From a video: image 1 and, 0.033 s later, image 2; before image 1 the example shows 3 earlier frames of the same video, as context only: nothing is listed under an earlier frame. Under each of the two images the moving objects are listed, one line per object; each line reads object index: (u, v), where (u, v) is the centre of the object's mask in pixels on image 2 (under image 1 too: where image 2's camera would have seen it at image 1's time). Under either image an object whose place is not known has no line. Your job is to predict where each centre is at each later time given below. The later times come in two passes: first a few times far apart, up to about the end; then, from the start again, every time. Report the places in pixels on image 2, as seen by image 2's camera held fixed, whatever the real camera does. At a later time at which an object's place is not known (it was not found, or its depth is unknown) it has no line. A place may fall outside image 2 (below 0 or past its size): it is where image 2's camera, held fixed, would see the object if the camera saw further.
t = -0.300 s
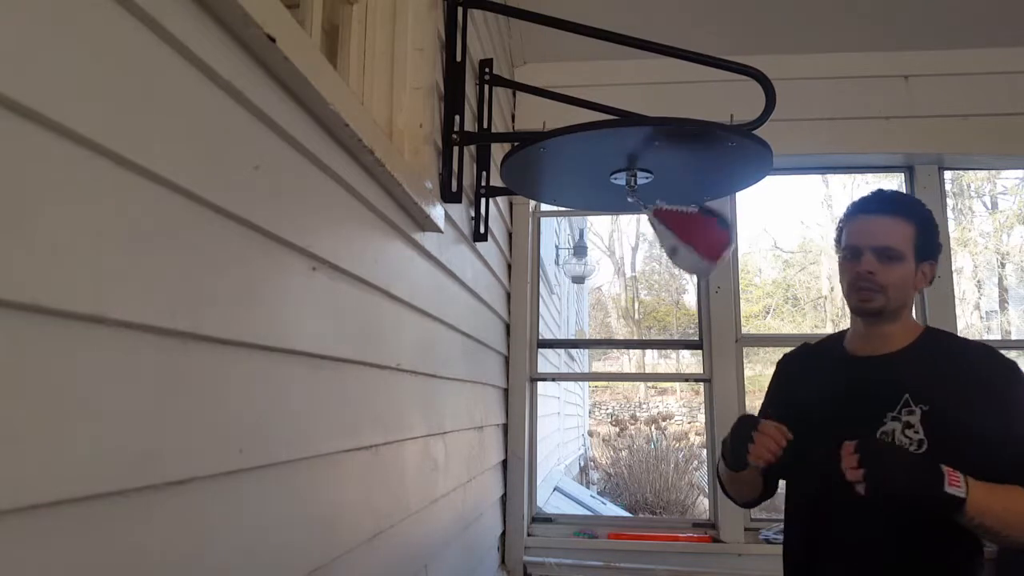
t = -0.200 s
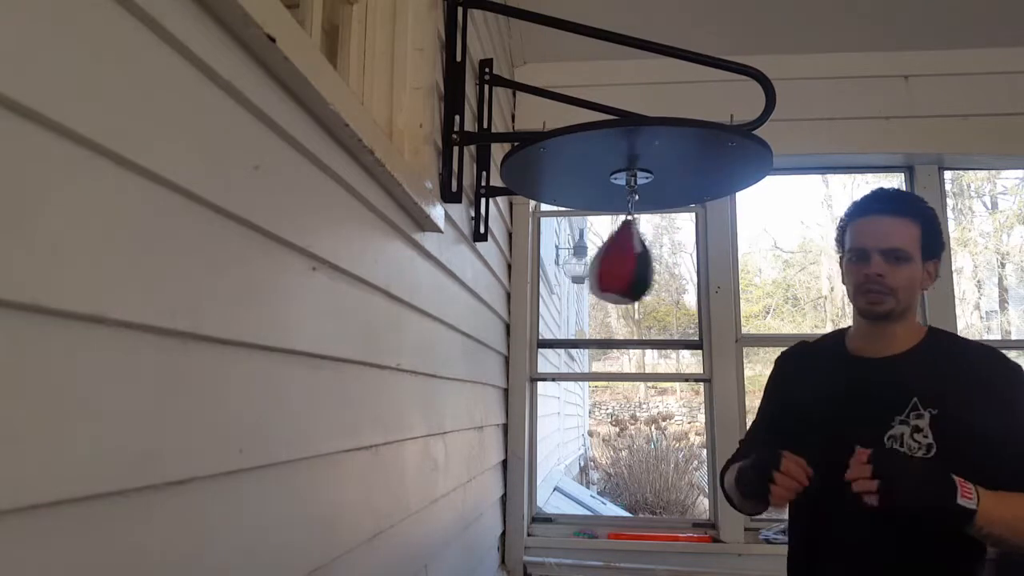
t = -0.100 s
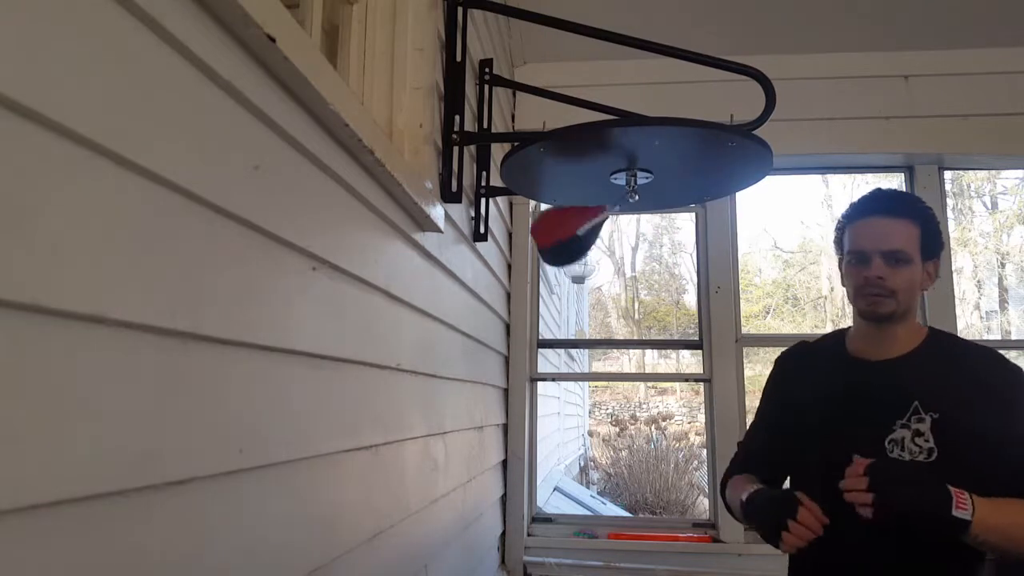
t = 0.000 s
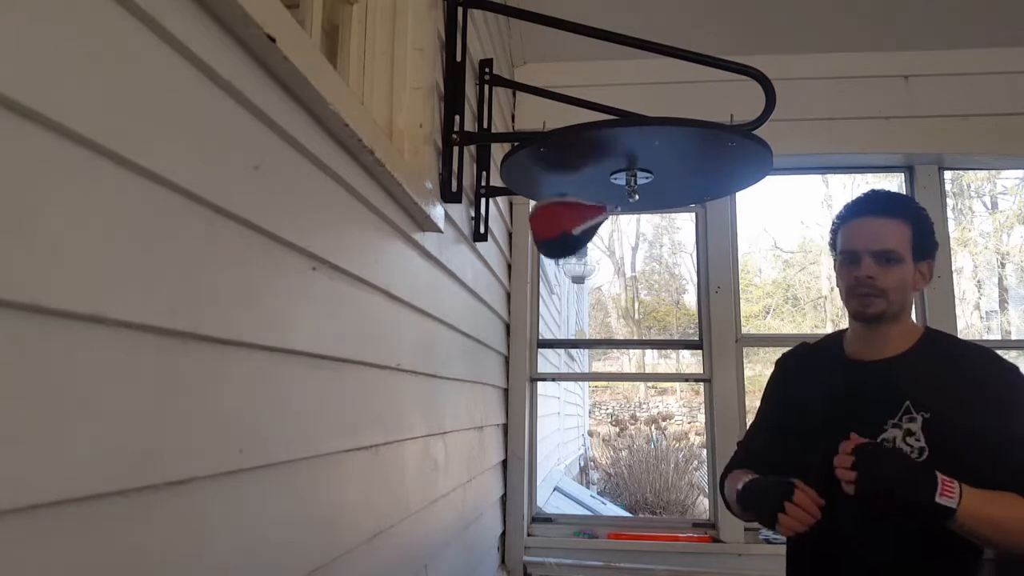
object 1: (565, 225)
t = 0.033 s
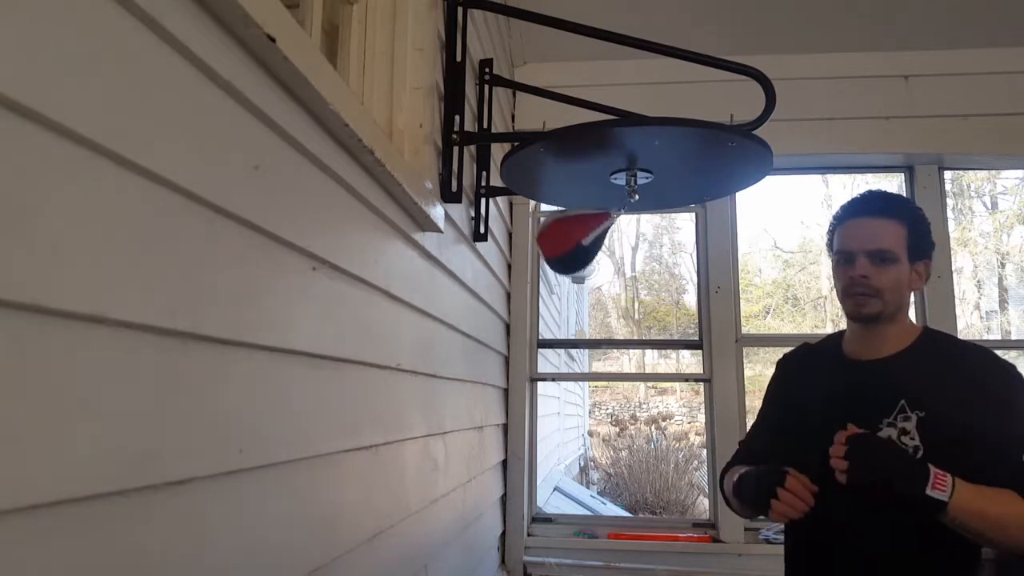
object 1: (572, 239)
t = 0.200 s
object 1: (671, 256)
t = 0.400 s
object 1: (703, 204)
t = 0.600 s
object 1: (619, 266)
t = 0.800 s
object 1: (573, 226)
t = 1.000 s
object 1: (599, 258)
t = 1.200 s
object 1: (675, 233)
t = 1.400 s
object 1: (675, 211)
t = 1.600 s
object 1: (619, 266)
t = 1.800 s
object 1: (600, 241)
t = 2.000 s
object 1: (623, 265)
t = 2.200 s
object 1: (652, 230)
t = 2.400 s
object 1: (641, 233)
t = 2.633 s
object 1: (622, 261)
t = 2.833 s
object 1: (627, 252)
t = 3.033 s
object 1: (634, 262)
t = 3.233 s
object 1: (623, 226)
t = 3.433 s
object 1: (625, 261)
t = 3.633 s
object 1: (643, 255)
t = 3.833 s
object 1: (645, 261)
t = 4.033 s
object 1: (617, 253)
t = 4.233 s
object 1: (602, 240)
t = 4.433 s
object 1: (637, 266)
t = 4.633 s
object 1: (662, 252)
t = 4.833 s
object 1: (640, 265)
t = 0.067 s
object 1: (584, 252)
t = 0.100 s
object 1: (602, 263)
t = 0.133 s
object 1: (626, 268)
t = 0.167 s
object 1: (650, 266)
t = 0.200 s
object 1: (671, 256)
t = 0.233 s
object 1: (687, 240)
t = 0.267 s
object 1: (698, 225)
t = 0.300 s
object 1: (704, 212)
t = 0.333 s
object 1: (705, 203)
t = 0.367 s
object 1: (705, 199)
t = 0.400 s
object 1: (703, 204)
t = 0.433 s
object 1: (698, 214)
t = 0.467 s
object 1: (692, 228)
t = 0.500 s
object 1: (679, 243)
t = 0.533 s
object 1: (662, 256)
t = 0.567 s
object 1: (640, 265)
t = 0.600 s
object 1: (619, 266)
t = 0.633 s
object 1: (601, 262)
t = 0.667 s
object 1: (589, 254)
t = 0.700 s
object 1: (580, 246)
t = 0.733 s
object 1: (575, 237)
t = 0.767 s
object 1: (572, 231)
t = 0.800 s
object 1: (573, 226)
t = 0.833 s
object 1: (575, 224)
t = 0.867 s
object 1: (577, 227)
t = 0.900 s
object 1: (580, 231)
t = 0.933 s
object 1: (583, 241)
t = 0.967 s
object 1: (589, 250)
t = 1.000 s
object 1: (599, 258)
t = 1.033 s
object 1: (611, 265)
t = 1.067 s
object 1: (627, 267)
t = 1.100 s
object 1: (642, 265)
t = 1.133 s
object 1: (657, 258)
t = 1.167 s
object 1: (669, 246)
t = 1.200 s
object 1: (675, 233)
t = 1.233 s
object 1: (681, 220)
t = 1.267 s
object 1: (683, 210)
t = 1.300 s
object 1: (684, 204)
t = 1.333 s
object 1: (682, 202)
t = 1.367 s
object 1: (679, 205)
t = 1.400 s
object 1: (675, 211)
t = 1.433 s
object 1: (671, 223)
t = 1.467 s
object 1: (664, 237)
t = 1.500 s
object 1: (654, 250)
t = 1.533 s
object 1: (642, 259)
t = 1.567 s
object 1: (630, 266)
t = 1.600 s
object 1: (619, 266)
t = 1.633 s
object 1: (612, 264)
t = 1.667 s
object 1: (606, 258)
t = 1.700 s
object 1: (602, 252)
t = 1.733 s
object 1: (600, 247)
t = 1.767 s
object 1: (600, 242)
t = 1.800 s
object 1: (600, 241)
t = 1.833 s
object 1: (602, 241)
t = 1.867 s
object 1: (604, 243)
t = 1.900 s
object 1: (607, 249)
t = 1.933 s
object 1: (611, 255)
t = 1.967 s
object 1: (617, 261)
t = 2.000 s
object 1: (623, 265)
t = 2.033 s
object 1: (630, 266)
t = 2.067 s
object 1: (637, 264)
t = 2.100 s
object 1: (643, 259)
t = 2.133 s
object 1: (648, 251)
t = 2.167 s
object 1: (651, 241)
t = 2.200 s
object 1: (652, 230)
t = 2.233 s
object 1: (652, 221)
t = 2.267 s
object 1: (651, 216)
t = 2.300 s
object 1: (649, 214)
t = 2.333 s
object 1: (647, 217)
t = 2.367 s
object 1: (644, 223)
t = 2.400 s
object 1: (641, 233)
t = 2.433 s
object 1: (638, 245)
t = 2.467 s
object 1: (634, 254)
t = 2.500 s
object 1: (631, 261)
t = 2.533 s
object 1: (628, 266)
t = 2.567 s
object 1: (625, 266)
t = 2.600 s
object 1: (623, 265)
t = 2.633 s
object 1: (622, 261)
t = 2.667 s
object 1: (622, 256)
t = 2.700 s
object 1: (622, 252)
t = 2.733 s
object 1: (623, 249)
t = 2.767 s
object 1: (625, 248)
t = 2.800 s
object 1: (626, 249)
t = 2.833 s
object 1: (627, 252)
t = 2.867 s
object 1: (629, 256)
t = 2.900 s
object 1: (631, 261)
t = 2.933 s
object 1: (632, 264)
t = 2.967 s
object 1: (633, 266)
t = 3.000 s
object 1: (634, 265)
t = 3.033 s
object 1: (634, 262)
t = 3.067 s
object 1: (634, 256)
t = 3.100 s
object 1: (632, 249)
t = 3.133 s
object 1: (630, 241)
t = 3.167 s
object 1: (627, 233)
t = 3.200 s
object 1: (625, 227)
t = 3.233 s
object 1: (623, 226)
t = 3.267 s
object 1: (621, 226)
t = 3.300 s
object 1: (620, 231)
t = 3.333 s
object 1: (620, 239)
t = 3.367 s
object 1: (621, 247)
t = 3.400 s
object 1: (623, 255)
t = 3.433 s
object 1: (625, 261)
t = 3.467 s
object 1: (628, 265)
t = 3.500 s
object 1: (631, 266)
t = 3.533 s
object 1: (634, 265)
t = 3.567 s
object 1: (638, 262)
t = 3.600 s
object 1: (641, 258)
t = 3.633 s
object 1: (643, 255)
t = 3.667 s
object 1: (645, 253)
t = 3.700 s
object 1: (646, 251)
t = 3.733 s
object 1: (647, 252)
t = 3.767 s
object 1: (647, 254)
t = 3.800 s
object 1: (646, 257)
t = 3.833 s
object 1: (645, 261)
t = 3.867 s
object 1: (642, 264)
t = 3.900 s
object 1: (639, 266)
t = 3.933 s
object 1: (634, 265)
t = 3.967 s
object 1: (629, 263)
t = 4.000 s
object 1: (623, 259)
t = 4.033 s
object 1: (617, 253)
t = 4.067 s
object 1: (611, 246)
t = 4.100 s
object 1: (607, 240)
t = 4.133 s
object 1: (603, 236)
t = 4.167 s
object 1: (602, 235)
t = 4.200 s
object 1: (601, 236)
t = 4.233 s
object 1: (602, 240)
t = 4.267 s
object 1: (605, 246)
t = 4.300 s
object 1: (609, 252)
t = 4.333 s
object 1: (615, 258)
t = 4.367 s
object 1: (622, 263)
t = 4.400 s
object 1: (630, 266)
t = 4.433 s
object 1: (637, 266)
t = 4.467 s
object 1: (644, 264)
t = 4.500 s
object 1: (650, 261)
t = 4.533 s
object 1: (655, 258)
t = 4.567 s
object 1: (658, 255)
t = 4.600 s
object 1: (661, 253)
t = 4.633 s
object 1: (662, 252)
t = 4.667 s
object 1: (661, 253)
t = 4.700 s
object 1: (660, 255)
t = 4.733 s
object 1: (657, 258)
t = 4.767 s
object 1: (653, 261)
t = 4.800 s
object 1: (647, 264)
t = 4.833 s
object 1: (640, 265)
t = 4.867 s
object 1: (631, 265)
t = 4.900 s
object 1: (622, 263)
